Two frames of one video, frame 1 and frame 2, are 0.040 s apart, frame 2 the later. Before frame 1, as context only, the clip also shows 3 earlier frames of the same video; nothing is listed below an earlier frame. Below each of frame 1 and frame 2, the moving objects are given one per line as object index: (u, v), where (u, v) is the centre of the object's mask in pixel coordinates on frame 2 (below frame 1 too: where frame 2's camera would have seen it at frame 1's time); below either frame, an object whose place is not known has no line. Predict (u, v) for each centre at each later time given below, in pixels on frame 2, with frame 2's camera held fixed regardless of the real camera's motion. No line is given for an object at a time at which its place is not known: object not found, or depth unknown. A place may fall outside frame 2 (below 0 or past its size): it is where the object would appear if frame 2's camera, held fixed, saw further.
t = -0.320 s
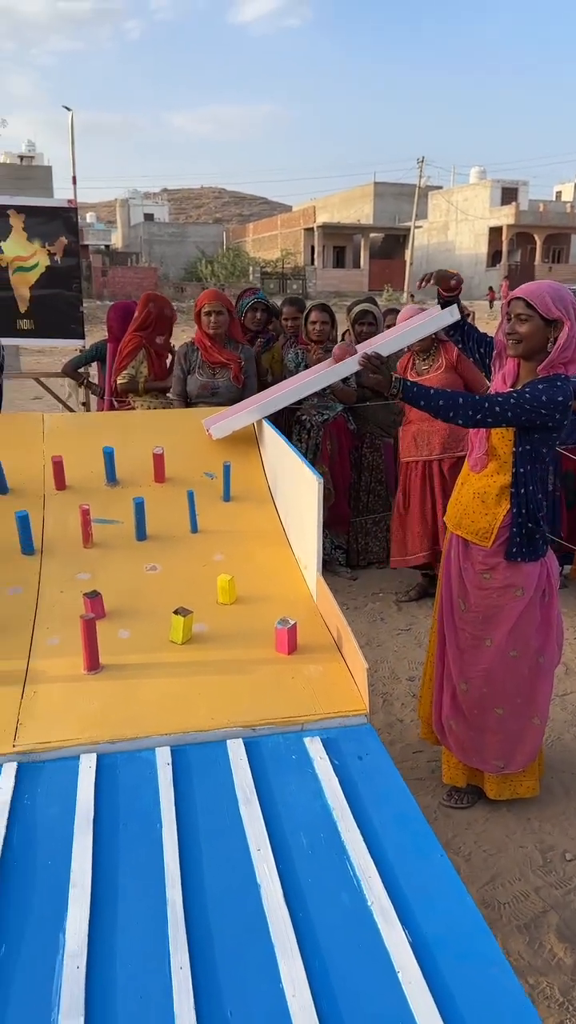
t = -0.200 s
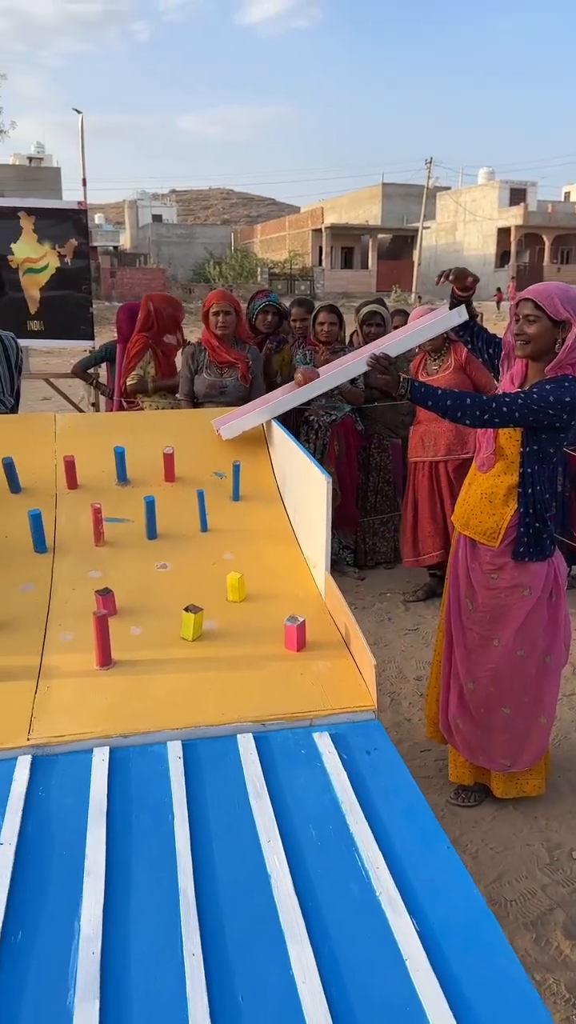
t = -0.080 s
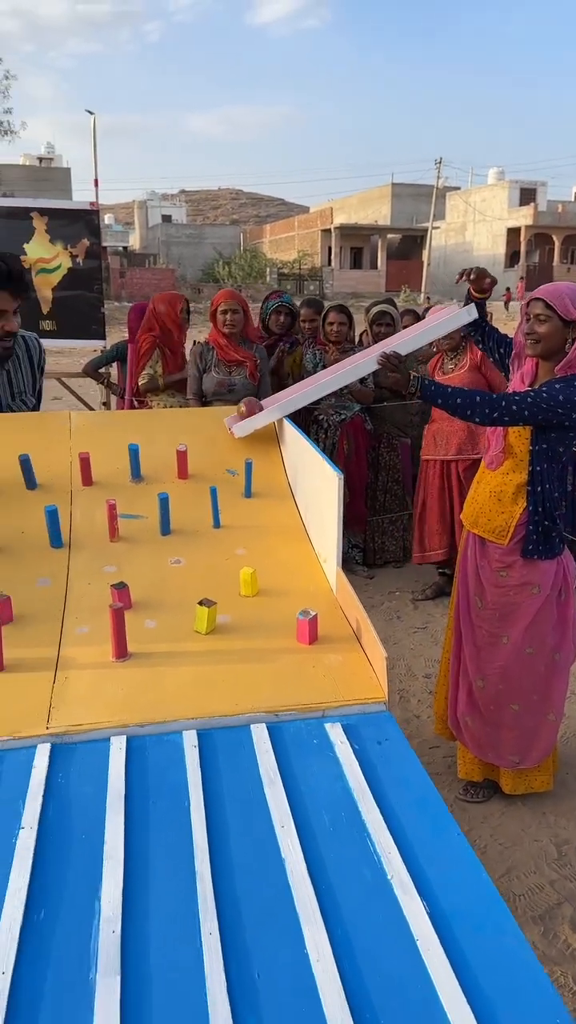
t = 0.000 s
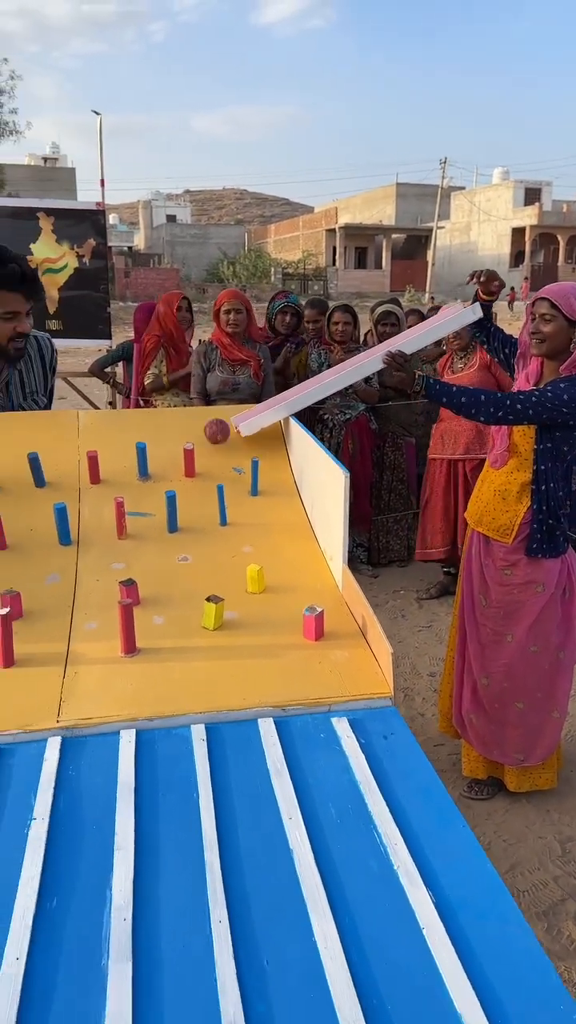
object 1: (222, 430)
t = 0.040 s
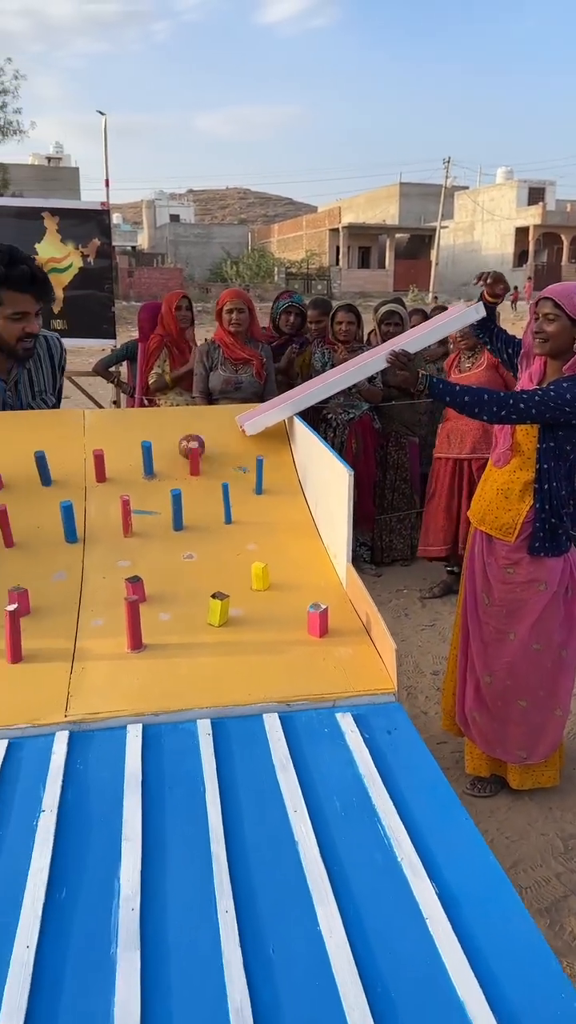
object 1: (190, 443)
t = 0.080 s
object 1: (172, 457)
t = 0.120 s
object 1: (174, 460)
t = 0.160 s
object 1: (169, 463)
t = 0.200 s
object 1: (168, 465)
